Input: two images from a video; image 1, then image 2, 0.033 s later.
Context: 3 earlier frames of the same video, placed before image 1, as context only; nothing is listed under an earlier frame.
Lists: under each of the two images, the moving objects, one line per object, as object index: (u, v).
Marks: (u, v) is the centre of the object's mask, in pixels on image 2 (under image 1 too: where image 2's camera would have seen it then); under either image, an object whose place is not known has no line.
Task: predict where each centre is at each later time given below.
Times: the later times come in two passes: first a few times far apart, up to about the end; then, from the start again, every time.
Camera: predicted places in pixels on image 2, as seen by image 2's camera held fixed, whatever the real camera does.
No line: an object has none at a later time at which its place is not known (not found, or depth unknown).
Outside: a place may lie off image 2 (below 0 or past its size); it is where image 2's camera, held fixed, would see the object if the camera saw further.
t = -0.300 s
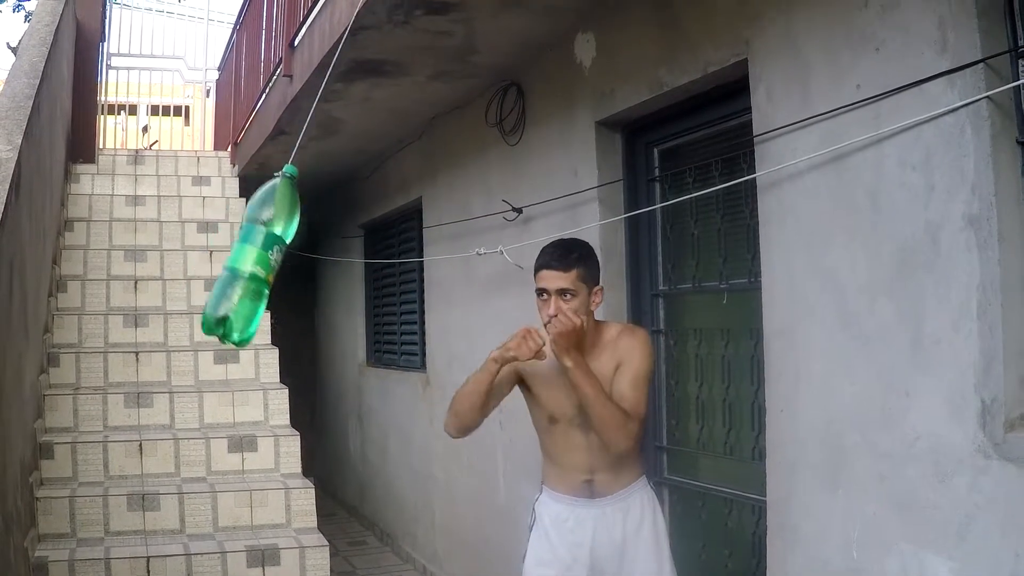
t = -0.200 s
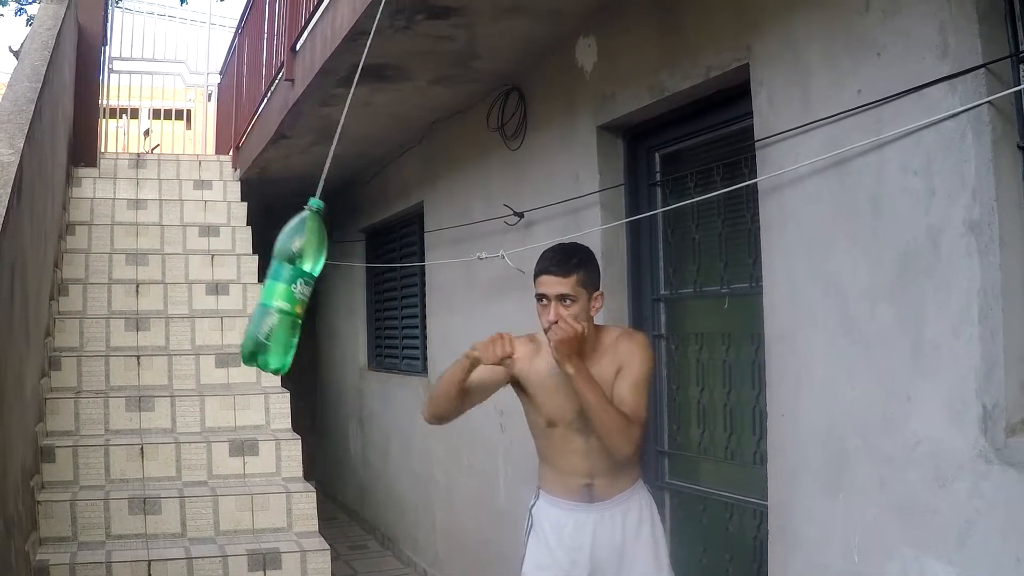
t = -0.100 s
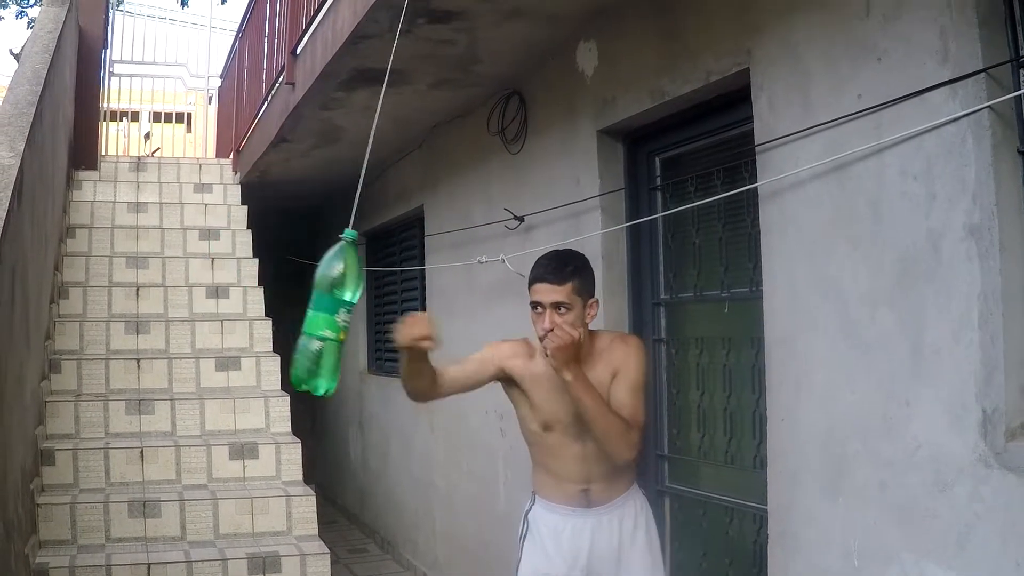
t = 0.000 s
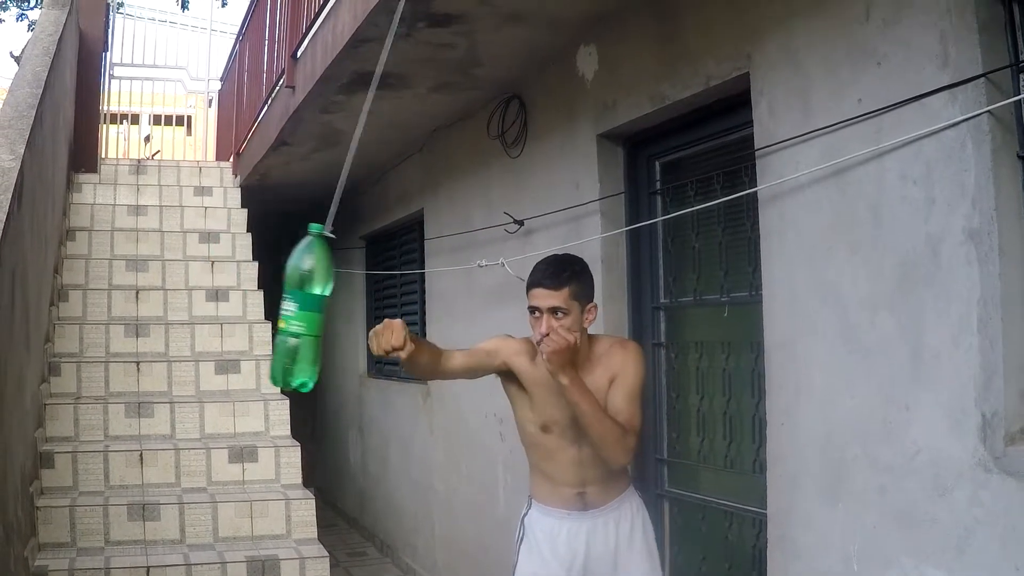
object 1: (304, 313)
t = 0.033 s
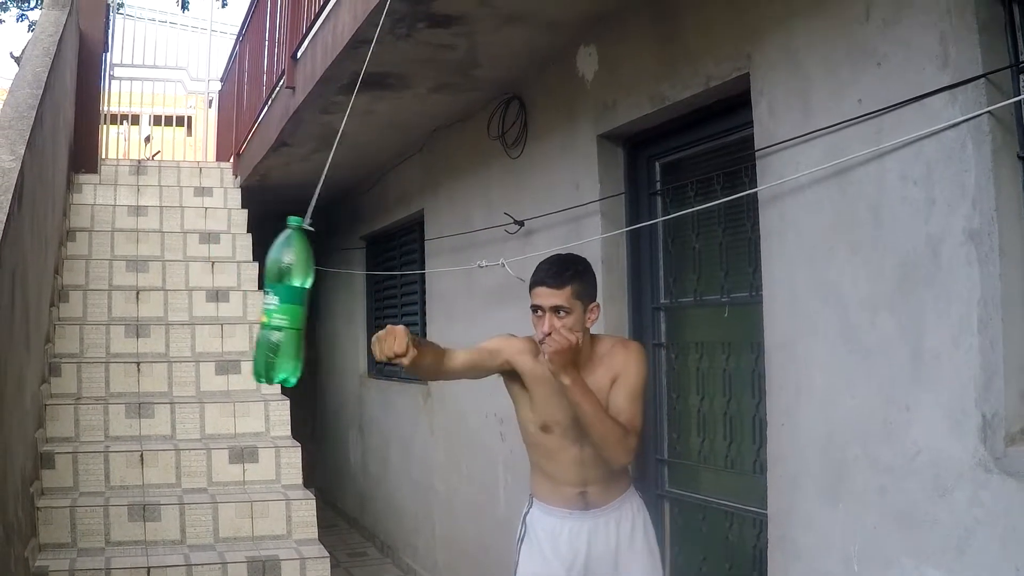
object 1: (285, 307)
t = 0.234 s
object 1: (207, 274)
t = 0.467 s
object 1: (215, 269)
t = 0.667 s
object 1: (304, 306)
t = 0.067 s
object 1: (268, 302)
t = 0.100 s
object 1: (252, 296)
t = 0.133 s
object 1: (237, 290)
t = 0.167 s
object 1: (225, 283)
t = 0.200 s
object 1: (215, 279)
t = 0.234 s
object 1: (207, 274)
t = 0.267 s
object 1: (202, 270)
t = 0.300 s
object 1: (199, 266)
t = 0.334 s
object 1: (198, 264)
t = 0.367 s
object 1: (200, 263)
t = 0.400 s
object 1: (203, 263)
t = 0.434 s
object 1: (208, 266)
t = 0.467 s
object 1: (215, 269)
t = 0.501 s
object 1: (226, 273)
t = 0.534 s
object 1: (237, 279)
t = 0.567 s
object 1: (251, 284)
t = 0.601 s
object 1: (267, 291)
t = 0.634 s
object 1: (285, 298)
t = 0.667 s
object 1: (304, 306)
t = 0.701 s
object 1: (324, 314)
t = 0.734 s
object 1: (346, 320)
